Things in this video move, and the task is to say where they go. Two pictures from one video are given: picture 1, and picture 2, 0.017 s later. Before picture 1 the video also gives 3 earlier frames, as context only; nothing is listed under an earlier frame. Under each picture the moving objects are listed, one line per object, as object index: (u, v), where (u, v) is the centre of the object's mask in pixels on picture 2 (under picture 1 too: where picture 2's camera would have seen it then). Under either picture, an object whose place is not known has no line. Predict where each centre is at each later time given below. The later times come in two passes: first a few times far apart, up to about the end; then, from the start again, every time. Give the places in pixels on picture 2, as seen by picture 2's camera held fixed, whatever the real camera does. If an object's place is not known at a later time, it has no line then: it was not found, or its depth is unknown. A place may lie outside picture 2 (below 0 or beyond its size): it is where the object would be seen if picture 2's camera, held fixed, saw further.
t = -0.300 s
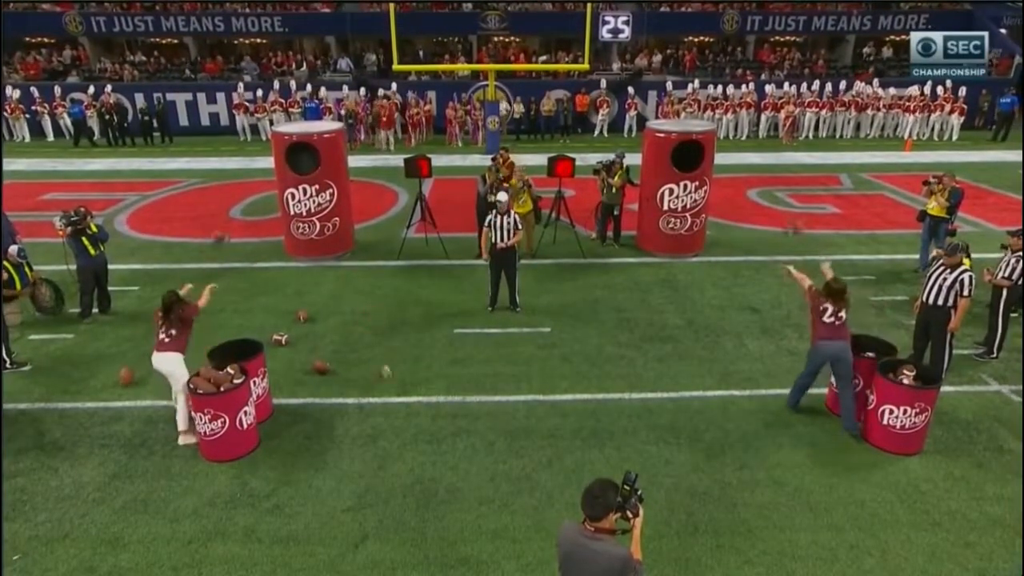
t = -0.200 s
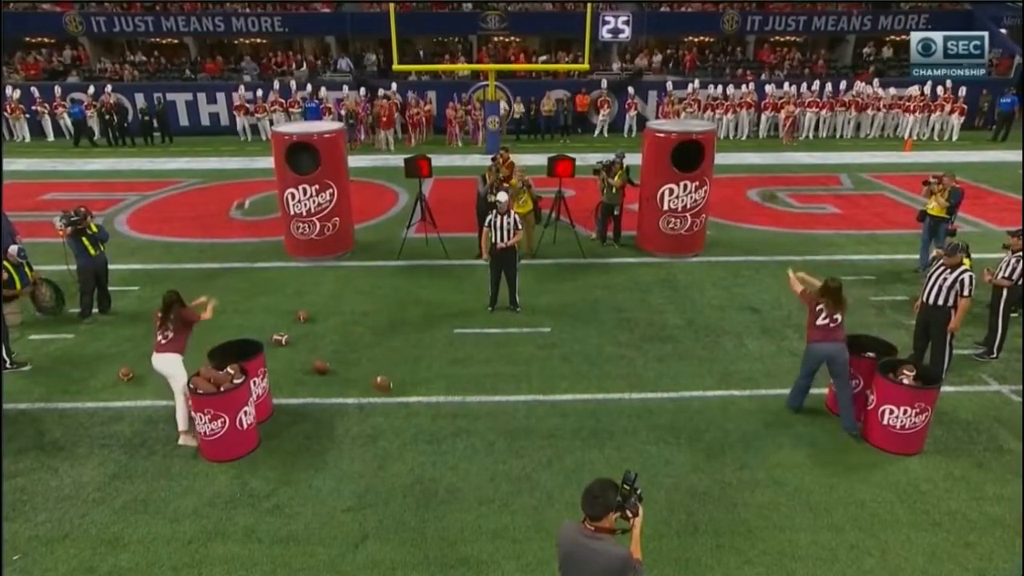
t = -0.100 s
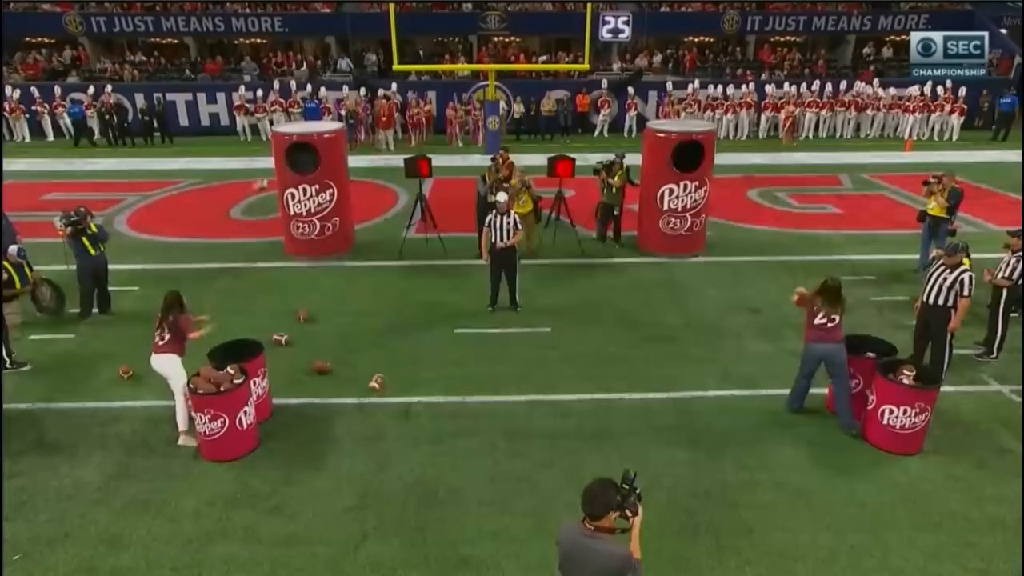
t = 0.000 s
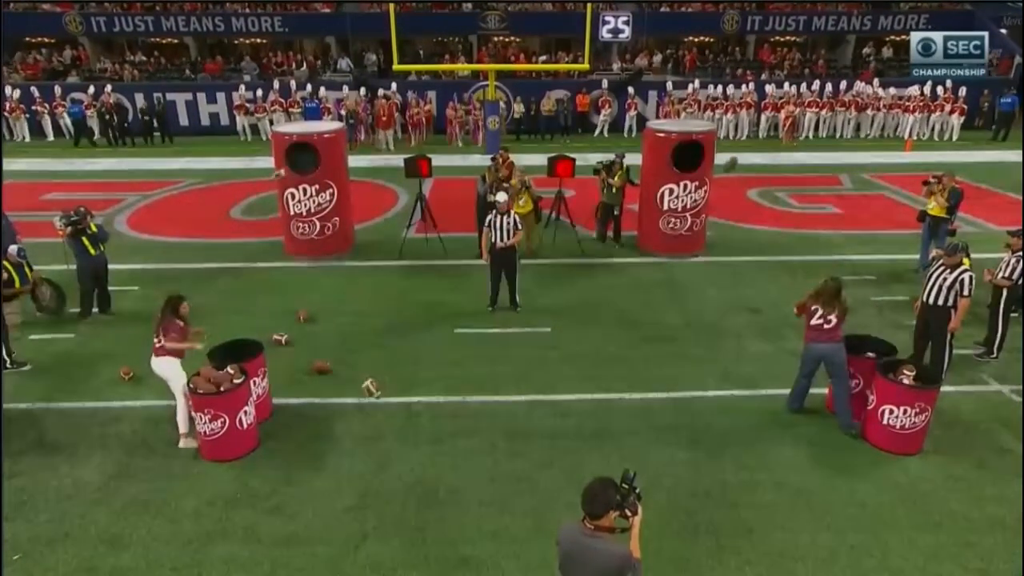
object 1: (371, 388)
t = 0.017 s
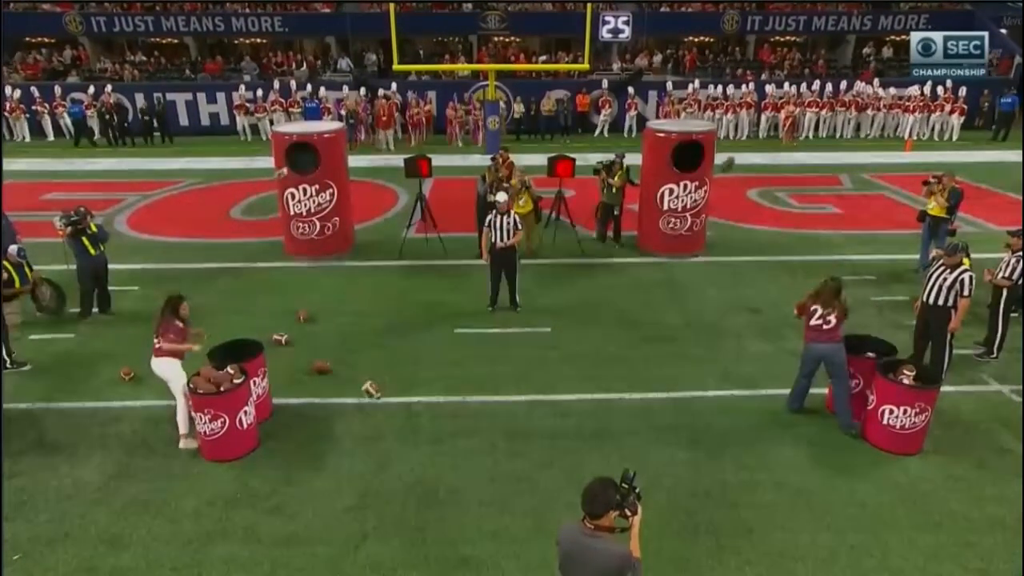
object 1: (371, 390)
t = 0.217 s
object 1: (361, 428)
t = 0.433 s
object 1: (342, 459)
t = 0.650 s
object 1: (314, 492)
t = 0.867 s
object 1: (291, 506)
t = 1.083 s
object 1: (265, 536)
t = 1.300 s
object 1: (246, 553)
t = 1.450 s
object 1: (238, 566)
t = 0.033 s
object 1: (370, 392)
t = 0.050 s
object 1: (369, 395)
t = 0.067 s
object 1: (366, 396)
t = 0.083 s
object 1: (365, 399)
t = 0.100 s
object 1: (367, 402)
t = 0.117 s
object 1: (367, 405)
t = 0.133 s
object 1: (366, 410)
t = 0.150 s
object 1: (366, 415)
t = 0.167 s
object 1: (365, 415)
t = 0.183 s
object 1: (365, 419)
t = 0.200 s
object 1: (362, 424)
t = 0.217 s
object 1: (361, 428)
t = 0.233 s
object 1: (361, 433)
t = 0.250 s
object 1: (361, 439)
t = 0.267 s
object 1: (361, 444)
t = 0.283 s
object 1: (359, 450)
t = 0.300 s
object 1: (358, 453)
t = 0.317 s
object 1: (356, 455)
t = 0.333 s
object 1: (353, 456)
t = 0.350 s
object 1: (351, 458)
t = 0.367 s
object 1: (349, 458)
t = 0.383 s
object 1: (348, 459)
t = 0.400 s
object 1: (345, 458)
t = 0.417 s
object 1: (345, 459)
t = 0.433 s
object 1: (342, 459)
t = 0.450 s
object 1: (341, 460)
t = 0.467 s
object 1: (340, 461)
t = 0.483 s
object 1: (337, 463)
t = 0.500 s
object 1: (334, 466)
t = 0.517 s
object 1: (330, 467)
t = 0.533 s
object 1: (328, 468)
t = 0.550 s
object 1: (326, 472)
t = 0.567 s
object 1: (324, 474)
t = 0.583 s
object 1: (322, 478)
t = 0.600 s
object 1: (320, 481)
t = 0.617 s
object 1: (319, 484)
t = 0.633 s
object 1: (317, 488)
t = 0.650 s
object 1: (314, 492)
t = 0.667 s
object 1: (312, 495)
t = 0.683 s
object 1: (310, 496)
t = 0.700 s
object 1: (309, 497)
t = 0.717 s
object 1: (308, 498)
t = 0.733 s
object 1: (307, 498)
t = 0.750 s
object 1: (305, 499)
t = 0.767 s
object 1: (303, 499)
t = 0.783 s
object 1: (302, 499)
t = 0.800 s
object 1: (300, 500)
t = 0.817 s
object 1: (298, 501)
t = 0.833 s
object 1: (296, 502)
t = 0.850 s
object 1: (293, 504)
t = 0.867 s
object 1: (291, 506)
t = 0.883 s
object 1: (290, 509)
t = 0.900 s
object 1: (289, 512)
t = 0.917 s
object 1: (287, 515)
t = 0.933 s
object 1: (285, 518)
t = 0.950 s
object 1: (284, 522)
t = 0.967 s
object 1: (282, 524)
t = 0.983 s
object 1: (279, 525)
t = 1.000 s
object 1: (277, 526)
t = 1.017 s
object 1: (274, 528)
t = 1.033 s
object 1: (271, 529)
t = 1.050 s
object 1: (268, 531)
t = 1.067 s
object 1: (266, 534)
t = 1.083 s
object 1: (265, 536)
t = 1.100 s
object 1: (262, 537)
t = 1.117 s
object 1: (260, 539)
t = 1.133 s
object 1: (258, 541)
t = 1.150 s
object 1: (257, 542)
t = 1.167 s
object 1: (255, 543)
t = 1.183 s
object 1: (254, 543)
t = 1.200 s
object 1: (252, 545)
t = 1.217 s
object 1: (252, 545)
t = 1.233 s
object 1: (251, 546)
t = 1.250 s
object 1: (251, 546)
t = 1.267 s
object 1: (248, 548)
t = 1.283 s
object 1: (247, 551)
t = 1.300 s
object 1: (246, 553)
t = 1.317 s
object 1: (245, 555)
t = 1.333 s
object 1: (245, 556)
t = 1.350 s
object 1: (243, 558)
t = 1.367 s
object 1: (243, 560)
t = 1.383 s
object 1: (241, 562)
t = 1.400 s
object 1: (240, 564)
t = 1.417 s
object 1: (239, 565)
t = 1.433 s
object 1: (239, 566)
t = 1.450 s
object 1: (238, 566)
